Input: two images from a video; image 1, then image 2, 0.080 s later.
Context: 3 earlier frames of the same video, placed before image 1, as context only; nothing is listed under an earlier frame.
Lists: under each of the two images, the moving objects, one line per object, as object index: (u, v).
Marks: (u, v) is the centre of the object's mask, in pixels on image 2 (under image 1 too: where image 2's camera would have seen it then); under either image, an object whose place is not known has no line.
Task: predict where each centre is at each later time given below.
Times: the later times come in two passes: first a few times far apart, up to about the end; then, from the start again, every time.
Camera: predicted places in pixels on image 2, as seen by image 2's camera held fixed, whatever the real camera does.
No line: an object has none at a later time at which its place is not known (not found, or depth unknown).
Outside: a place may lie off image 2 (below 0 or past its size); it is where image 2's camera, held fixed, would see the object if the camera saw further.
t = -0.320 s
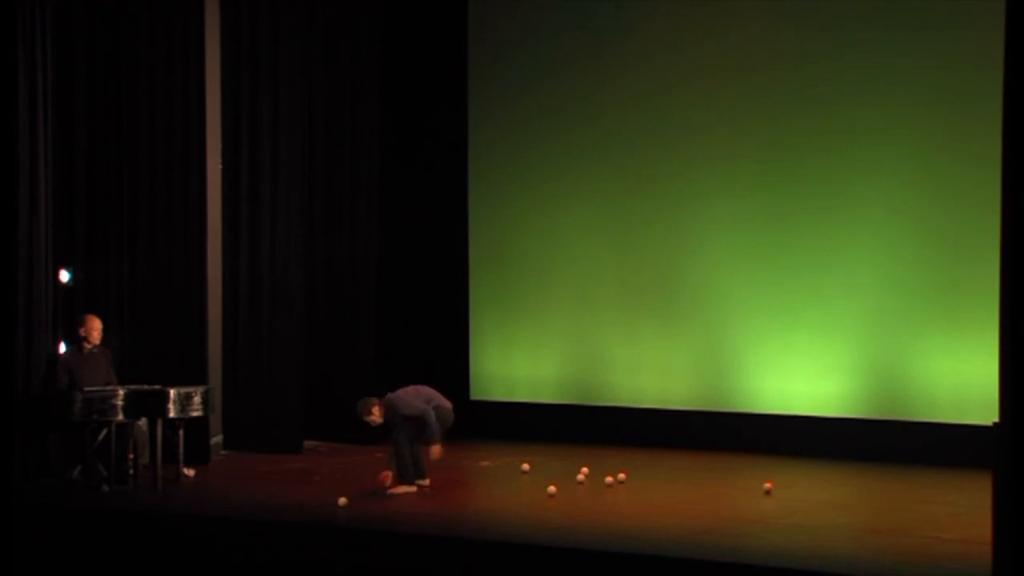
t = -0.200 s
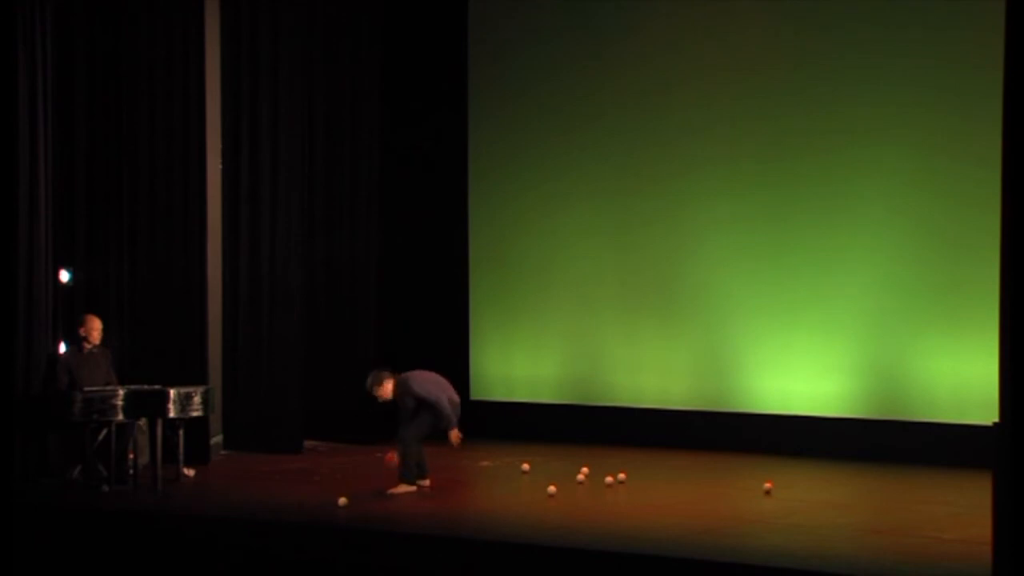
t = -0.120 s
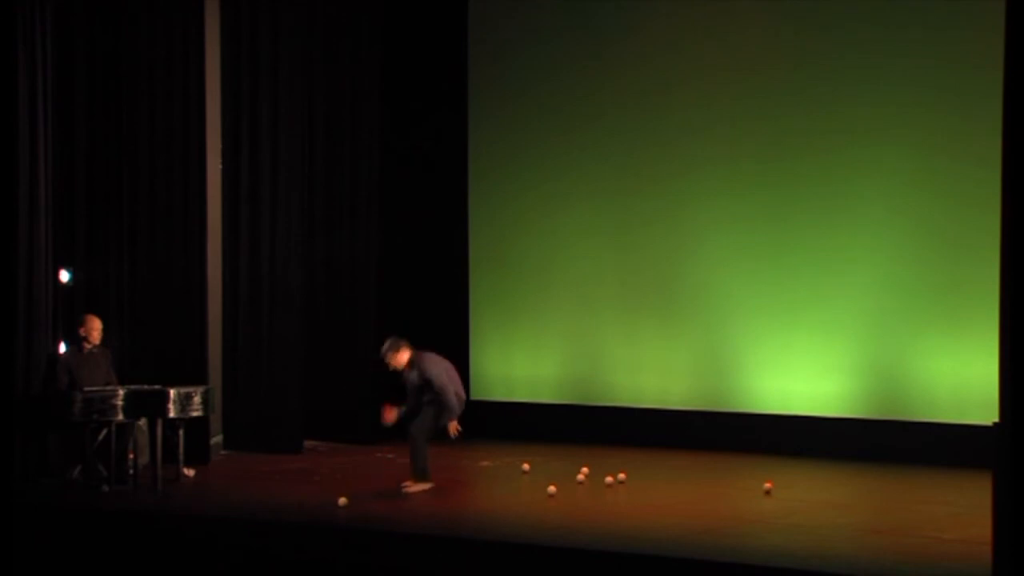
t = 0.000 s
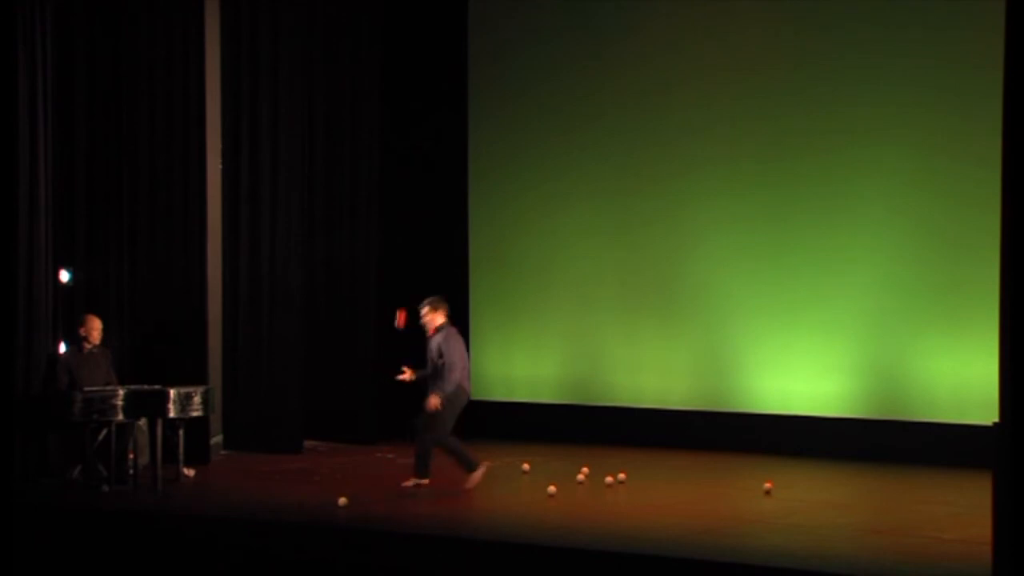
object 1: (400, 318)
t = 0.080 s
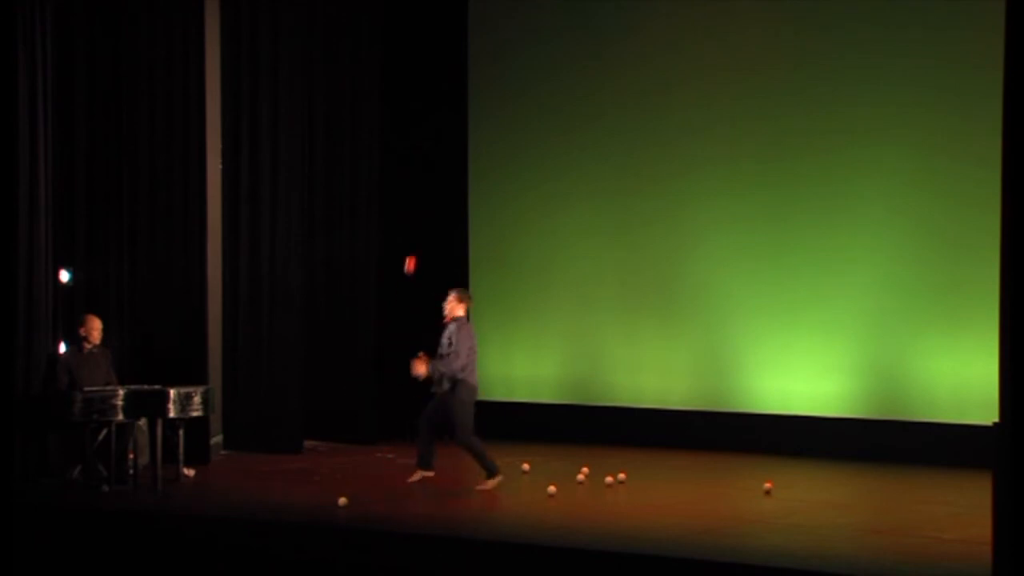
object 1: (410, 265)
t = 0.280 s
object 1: (435, 162)
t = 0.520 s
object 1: (462, 101)
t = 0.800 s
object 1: (494, 113)
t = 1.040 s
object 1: (521, 194)
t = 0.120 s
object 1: (415, 240)
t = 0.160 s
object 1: (420, 218)
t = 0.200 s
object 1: (425, 197)
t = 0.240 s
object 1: (429, 179)
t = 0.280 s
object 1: (435, 162)
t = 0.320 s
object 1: (440, 147)
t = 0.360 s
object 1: (444, 134)
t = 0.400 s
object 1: (448, 123)
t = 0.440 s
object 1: (453, 114)
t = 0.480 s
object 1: (458, 106)
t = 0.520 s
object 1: (462, 101)
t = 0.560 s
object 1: (466, 97)
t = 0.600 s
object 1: (471, 95)
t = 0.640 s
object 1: (475, 95)
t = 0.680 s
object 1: (480, 97)
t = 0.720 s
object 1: (485, 100)
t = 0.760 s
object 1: (489, 105)
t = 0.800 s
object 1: (494, 113)
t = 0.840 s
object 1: (498, 122)
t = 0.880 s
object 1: (503, 133)
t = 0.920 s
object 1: (507, 145)
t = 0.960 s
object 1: (512, 160)
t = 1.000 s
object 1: (516, 176)
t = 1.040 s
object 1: (521, 194)
